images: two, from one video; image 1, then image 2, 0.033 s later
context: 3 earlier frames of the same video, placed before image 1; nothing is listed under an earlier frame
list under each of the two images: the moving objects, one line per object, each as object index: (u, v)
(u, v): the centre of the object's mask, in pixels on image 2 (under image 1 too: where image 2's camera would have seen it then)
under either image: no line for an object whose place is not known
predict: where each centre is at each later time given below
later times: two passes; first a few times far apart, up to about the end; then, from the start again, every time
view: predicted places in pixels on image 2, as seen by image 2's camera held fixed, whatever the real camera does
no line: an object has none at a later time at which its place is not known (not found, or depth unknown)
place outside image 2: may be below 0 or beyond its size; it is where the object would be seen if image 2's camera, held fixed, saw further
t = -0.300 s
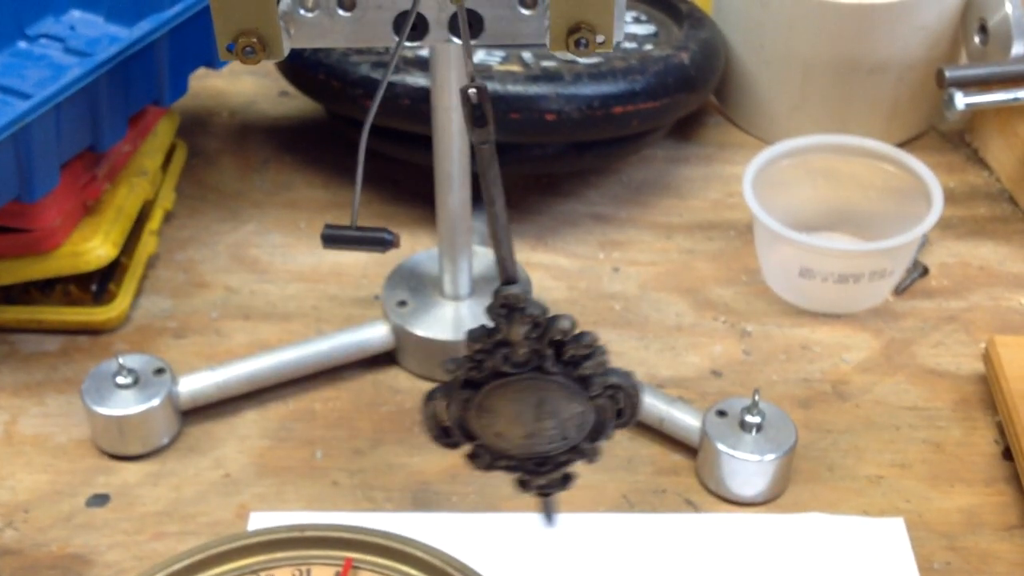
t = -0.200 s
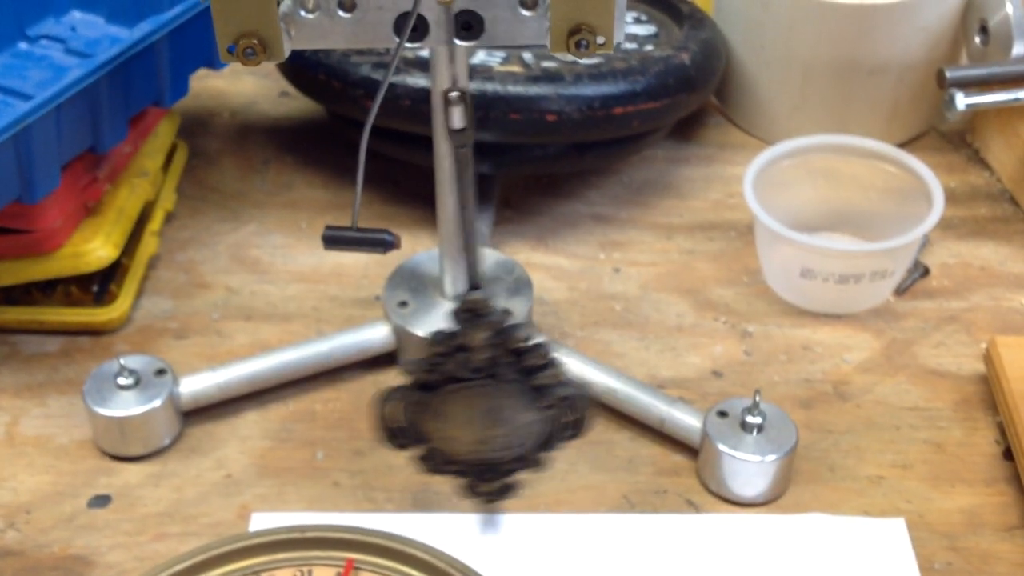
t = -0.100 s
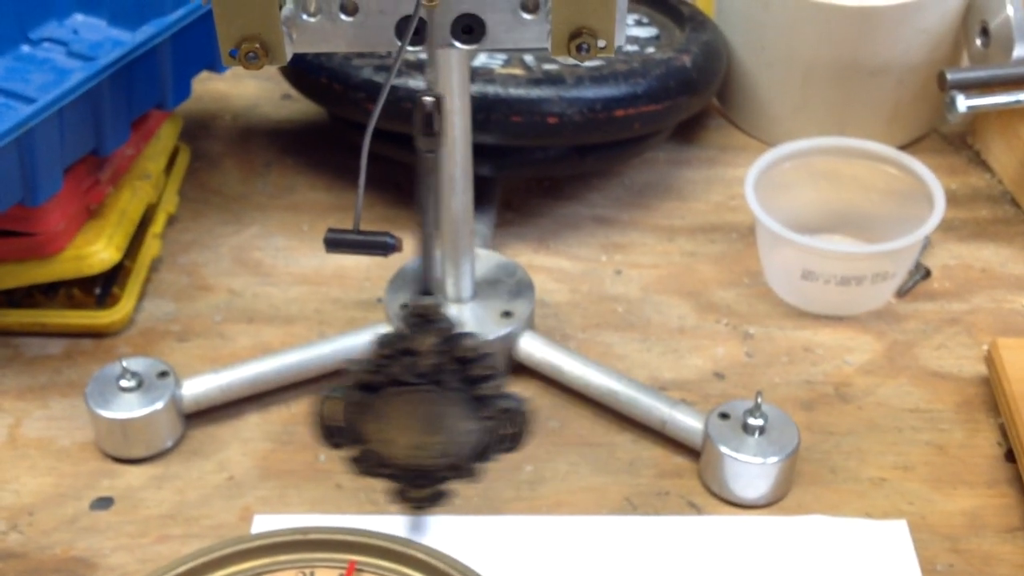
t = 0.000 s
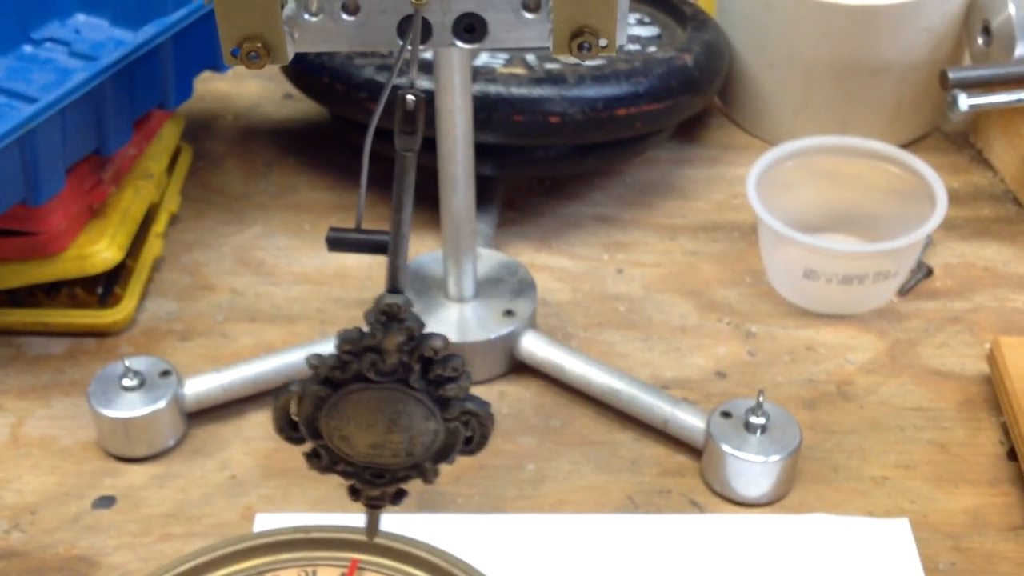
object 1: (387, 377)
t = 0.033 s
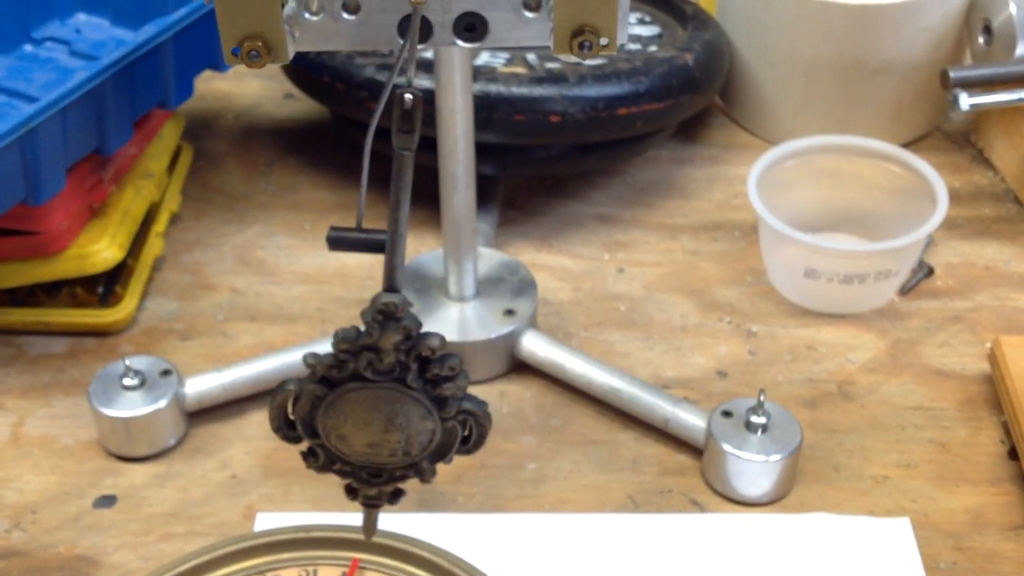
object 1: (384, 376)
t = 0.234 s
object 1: (455, 377)
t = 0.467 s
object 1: (537, 366)
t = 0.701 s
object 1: (430, 377)
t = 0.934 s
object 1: (401, 375)
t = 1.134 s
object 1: (510, 372)
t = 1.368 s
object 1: (509, 370)
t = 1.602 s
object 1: (390, 373)
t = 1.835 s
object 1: (450, 376)
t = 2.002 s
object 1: (532, 368)
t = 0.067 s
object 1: (385, 375)
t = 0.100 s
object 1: (392, 374)
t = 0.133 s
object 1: (403, 374)
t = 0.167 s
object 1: (418, 372)
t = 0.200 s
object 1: (436, 375)
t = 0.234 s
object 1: (455, 377)
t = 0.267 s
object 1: (476, 368)
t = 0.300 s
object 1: (495, 373)
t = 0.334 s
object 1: (511, 370)
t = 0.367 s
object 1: (526, 368)
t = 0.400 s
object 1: (534, 368)
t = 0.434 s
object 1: (538, 366)
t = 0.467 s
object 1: (537, 366)
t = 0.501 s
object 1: (532, 367)
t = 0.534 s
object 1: (520, 368)
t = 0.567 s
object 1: (506, 371)
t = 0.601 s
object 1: (489, 374)
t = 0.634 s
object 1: (468, 366)
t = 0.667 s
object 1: (448, 377)
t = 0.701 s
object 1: (430, 377)
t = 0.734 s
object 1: (413, 373)
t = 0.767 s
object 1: (399, 373)
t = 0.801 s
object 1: (389, 375)
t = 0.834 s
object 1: (384, 376)
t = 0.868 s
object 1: (384, 377)
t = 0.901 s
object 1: (390, 375)
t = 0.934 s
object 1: (401, 375)
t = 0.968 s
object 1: (416, 372)
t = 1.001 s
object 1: (434, 377)
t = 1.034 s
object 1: (453, 378)
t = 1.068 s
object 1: (472, 375)
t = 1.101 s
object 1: (492, 372)
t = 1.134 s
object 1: (510, 372)
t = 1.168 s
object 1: (524, 367)
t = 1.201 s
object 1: (534, 367)
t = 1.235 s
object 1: (538, 367)
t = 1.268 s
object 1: (538, 366)
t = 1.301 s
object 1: (533, 366)
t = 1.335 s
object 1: (523, 368)
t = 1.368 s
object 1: (509, 370)
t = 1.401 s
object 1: (492, 373)
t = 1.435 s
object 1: (472, 372)
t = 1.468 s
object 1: (452, 379)
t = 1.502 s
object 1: (434, 378)
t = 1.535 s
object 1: (414, 374)
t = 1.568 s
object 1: (400, 373)
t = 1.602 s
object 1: (390, 373)
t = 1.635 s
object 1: (385, 375)
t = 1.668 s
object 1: (384, 375)
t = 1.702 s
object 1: (389, 374)
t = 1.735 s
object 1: (399, 373)
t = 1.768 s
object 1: (414, 372)
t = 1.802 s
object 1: (431, 374)
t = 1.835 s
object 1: (450, 376)
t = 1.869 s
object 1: (470, 371)
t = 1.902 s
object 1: (491, 374)
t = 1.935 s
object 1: (508, 371)
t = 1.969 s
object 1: (522, 370)
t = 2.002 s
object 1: (532, 368)
